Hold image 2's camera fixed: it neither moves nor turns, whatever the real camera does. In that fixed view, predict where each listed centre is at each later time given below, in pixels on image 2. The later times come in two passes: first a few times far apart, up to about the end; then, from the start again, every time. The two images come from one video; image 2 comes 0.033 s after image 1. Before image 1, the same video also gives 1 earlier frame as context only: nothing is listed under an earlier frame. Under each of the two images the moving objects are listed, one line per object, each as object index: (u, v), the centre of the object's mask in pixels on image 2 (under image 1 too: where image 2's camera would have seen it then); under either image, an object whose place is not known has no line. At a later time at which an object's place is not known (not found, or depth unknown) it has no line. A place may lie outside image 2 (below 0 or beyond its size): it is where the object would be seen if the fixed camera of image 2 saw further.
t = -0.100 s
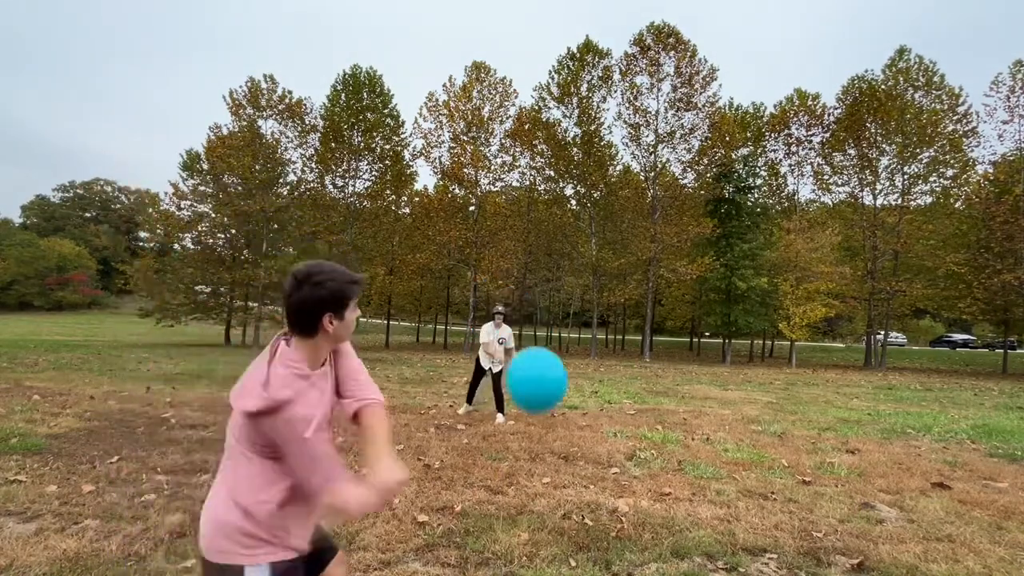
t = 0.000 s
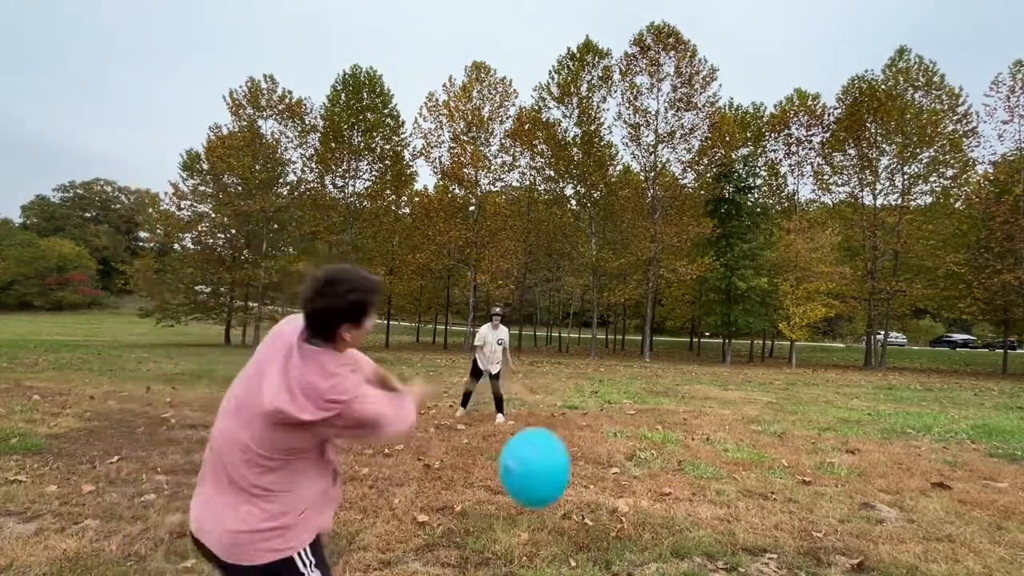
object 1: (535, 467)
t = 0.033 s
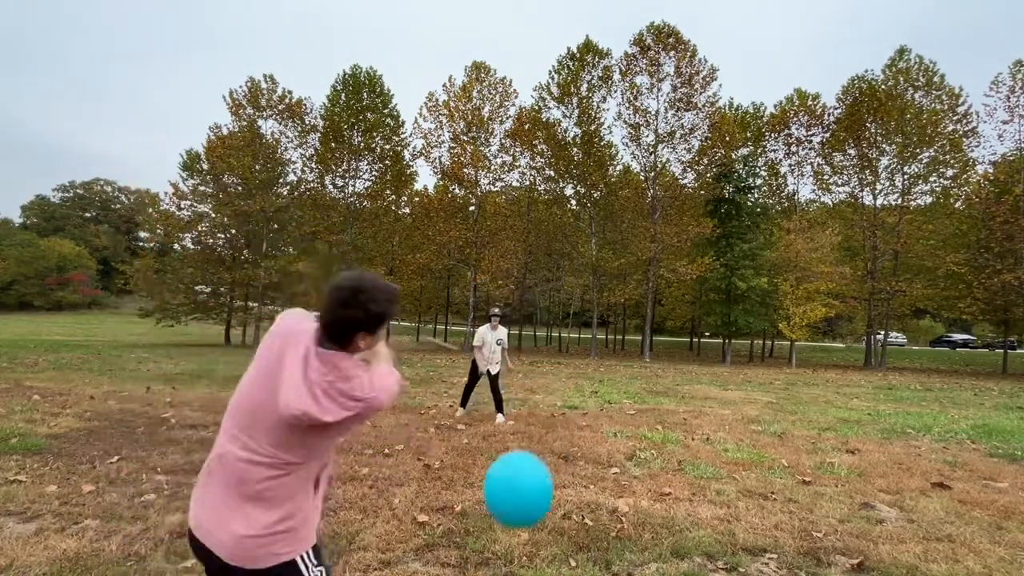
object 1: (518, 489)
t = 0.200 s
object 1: (457, 536)
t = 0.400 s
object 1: (424, 427)
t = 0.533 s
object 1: (408, 404)
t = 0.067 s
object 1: (503, 514)
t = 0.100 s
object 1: (490, 540)
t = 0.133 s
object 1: (477, 553)
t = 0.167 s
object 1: (465, 555)
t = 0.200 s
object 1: (457, 536)
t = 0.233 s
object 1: (451, 512)
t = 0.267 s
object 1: (445, 489)
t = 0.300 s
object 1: (439, 469)
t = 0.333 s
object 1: (434, 452)
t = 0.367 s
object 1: (429, 439)
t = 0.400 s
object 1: (424, 427)
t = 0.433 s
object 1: (420, 419)
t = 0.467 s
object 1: (416, 413)
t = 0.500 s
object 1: (412, 408)
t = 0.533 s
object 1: (408, 404)
